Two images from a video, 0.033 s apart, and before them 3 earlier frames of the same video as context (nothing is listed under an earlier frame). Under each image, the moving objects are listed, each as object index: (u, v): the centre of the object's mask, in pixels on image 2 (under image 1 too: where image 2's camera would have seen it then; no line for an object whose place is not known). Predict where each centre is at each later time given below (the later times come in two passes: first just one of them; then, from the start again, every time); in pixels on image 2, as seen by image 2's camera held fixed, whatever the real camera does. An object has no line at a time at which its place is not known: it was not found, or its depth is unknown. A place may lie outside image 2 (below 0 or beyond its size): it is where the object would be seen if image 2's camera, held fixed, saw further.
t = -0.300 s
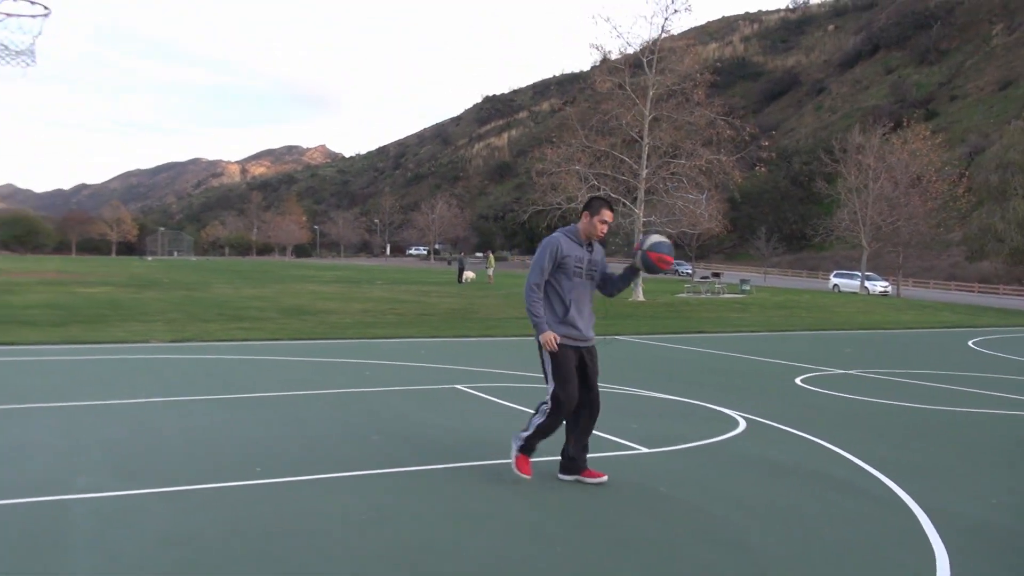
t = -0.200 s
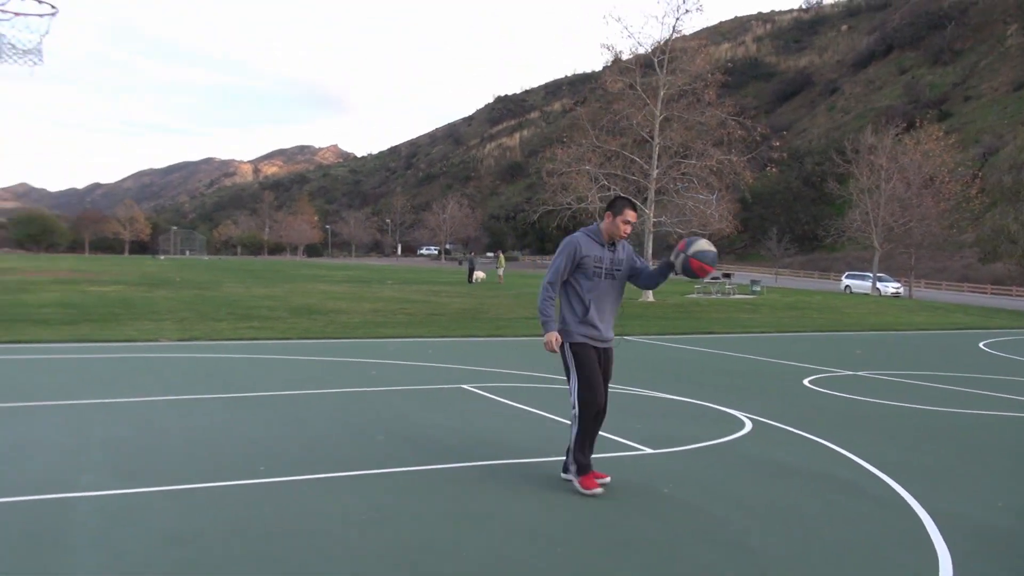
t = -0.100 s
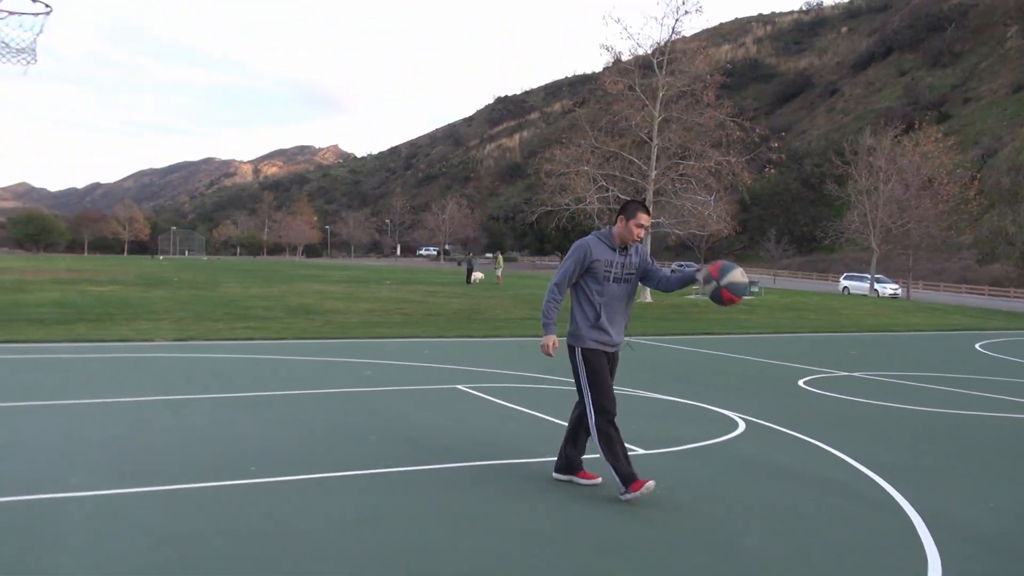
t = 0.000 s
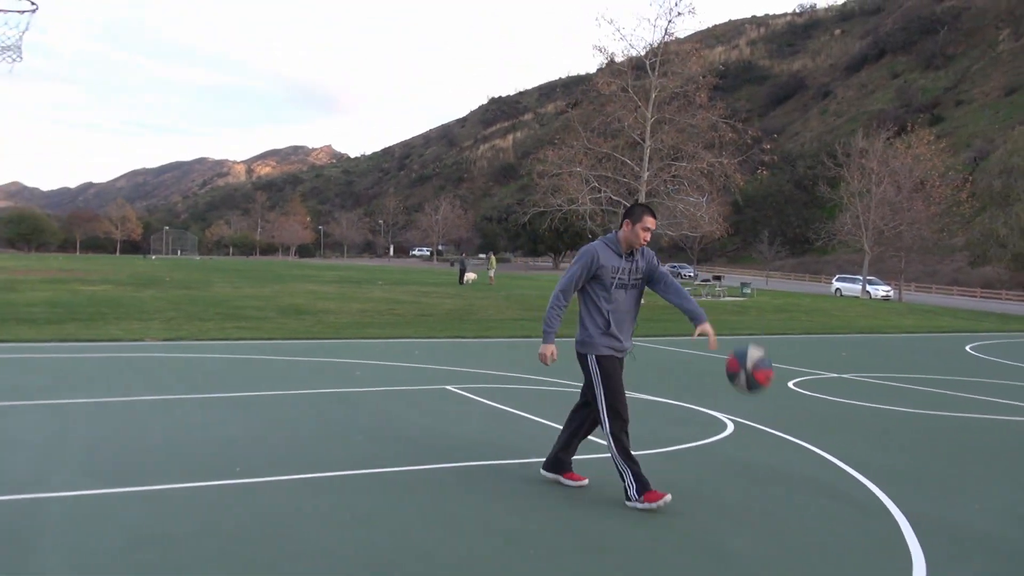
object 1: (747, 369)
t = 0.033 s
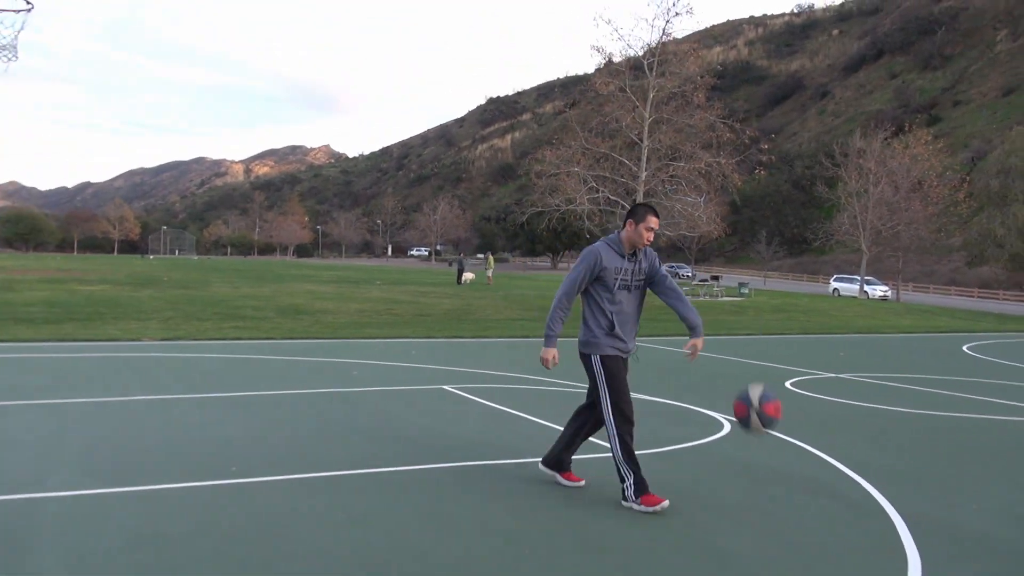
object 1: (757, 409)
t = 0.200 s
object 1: (787, 442)
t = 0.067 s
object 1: (768, 453)
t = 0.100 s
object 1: (779, 498)
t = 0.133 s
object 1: (784, 498)
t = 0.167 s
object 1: (786, 469)
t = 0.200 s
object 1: (787, 442)
